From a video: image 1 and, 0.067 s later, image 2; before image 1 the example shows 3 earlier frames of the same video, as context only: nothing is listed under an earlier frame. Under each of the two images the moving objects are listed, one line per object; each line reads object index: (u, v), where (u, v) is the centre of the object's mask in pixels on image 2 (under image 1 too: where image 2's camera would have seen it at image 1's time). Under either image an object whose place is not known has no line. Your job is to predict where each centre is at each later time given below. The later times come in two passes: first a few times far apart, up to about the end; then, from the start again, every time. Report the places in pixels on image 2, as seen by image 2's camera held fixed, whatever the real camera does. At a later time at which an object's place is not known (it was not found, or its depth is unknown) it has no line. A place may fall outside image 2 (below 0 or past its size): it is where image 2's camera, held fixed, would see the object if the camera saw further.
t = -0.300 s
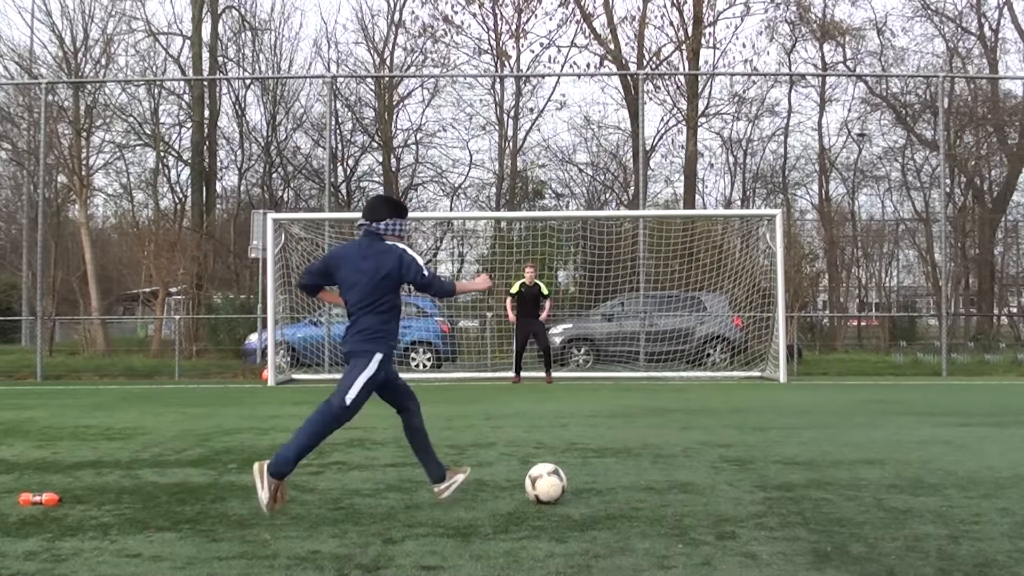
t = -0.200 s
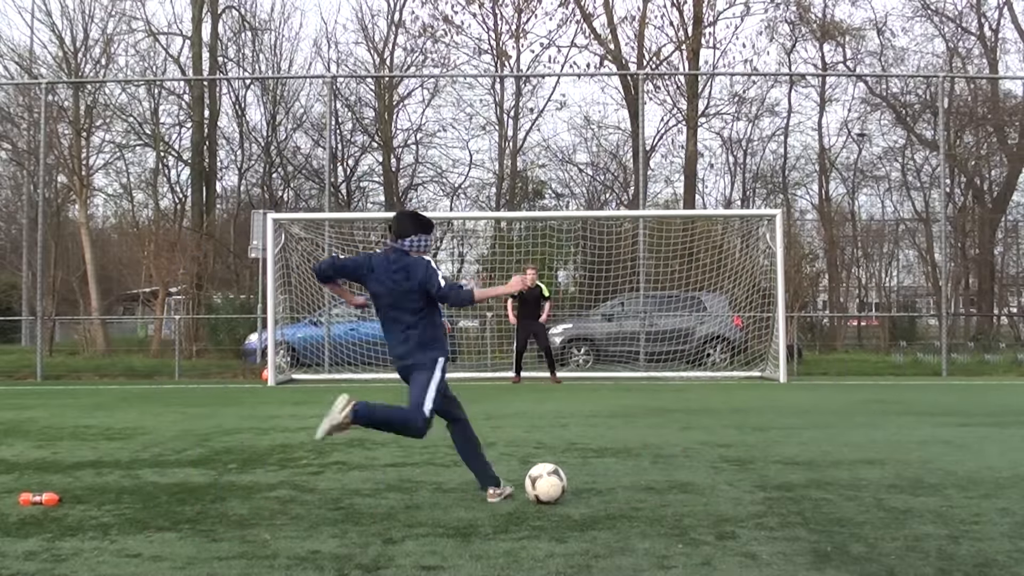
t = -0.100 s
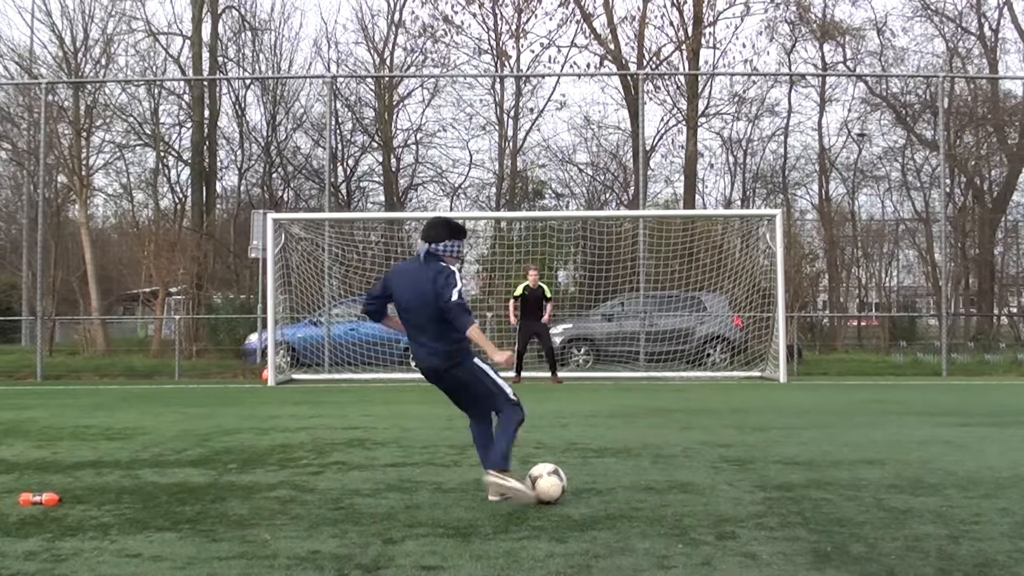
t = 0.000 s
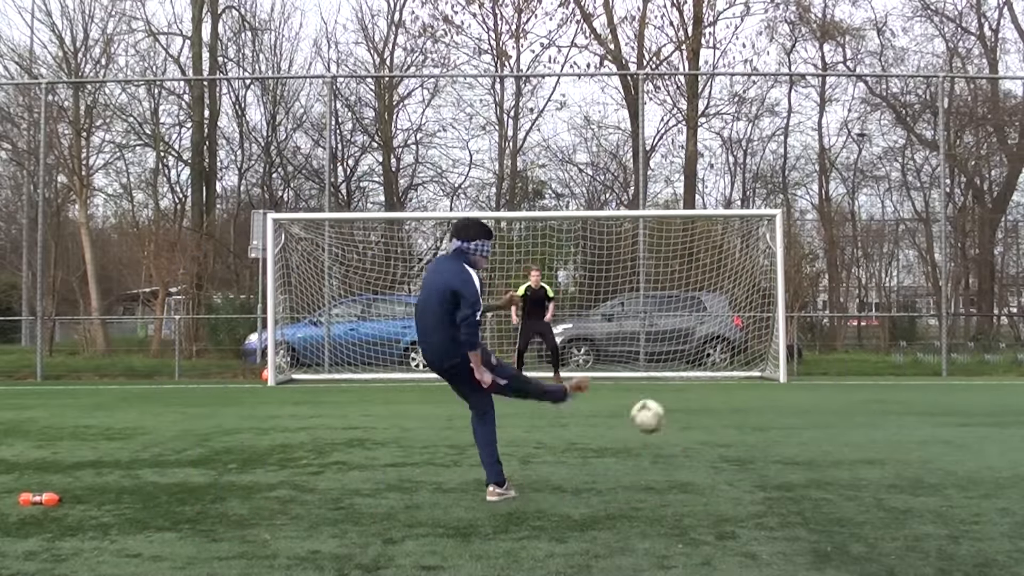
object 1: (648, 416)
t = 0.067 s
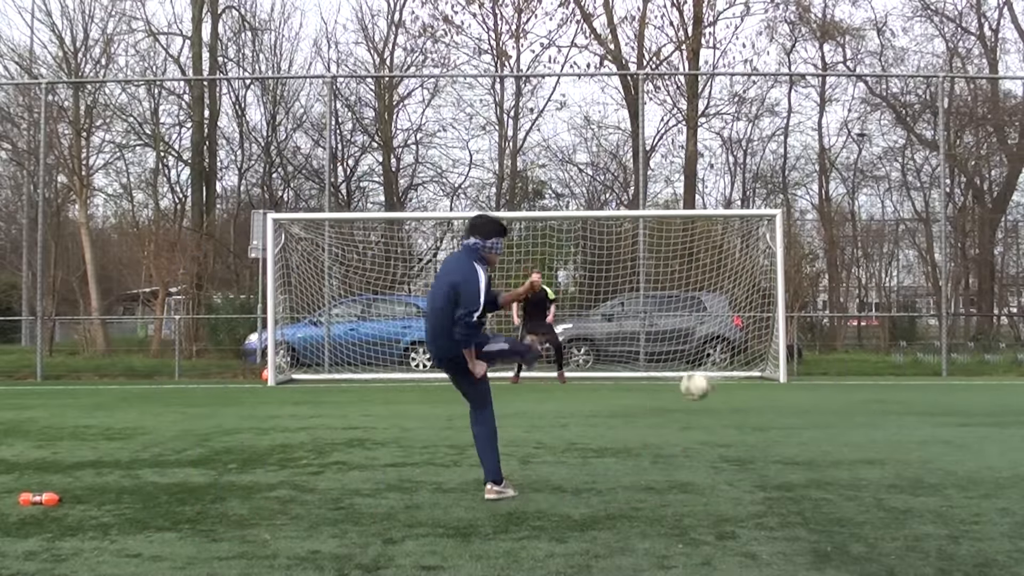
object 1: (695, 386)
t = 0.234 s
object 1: (774, 345)
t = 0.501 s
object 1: (823, 343)
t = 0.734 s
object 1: (835, 365)
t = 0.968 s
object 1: (864, 363)
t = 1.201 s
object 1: (887, 369)
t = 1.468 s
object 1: (903, 372)
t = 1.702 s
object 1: (918, 374)
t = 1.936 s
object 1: (934, 376)
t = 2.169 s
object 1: (949, 377)
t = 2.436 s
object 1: (966, 379)
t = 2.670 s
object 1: (982, 380)
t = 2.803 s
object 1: (990, 381)
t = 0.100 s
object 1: (720, 372)
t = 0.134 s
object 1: (739, 362)
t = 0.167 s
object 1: (749, 356)
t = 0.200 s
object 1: (764, 349)
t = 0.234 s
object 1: (774, 345)
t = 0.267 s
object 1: (783, 342)
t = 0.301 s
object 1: (793, 341)
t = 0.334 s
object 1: (801, 339)
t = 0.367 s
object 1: (805, 339)
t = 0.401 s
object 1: (811, 339)
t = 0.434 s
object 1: (815, 339)
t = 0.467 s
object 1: (819, 341)
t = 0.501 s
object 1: (823, 343)
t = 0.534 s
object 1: (826, 346)
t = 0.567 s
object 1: (828, 347)
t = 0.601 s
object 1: (830, 351)
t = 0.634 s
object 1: (832, 354)
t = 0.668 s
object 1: (833, 358)
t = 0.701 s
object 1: (834, 362)
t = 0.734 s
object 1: (835, 365)
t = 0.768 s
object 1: (837, 363)
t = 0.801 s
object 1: (840, 362)
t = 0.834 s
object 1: (845, 361)
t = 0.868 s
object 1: (850, 361)
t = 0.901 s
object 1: (856, 362)
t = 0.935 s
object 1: (860, 363)
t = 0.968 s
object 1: (864, 363)
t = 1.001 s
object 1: (869, 364)
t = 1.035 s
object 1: (872, 365)
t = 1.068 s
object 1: (875, 367)
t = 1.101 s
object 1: (880, 370)
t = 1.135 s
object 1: (883, 372)
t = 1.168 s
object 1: (885, 371)
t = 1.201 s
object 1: (887, 369)
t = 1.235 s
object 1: (889, 369)
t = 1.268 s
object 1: (891, 368)
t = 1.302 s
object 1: (892, 368)
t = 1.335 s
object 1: (895, 369)
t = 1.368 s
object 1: (896, 371)
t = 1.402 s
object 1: (898, 374)
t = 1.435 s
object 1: (900, 373)
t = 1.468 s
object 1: (903, 372)
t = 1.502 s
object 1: (905, 372)
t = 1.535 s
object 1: (907, 372)
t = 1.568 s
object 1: (909, 373)
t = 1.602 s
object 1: (911, 374)
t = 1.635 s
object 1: (914, 374)
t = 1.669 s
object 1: (916, 374)
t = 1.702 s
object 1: (918, 374)
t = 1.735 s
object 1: (920, 375)
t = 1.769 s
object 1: (923, 375)
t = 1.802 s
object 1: (925, 376)
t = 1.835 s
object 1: (927, 376)
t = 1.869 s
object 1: (929, 376)
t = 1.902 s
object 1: (931, 376)
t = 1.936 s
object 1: (934, 376)
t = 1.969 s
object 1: (936, 377)
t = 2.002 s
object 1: (938, 377)
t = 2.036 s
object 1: (940, 377)
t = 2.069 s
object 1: (943, 377)
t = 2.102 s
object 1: (944, 377)
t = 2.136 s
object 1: (947, 378)
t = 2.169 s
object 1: (949, 377)
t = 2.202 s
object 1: (951, 378)
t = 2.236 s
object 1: (953, 378)
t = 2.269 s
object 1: (955, 378)
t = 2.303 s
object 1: (957, 378)
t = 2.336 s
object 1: (960, 378)
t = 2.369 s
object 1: (962, 378)
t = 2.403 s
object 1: (964, 379)
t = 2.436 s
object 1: (966, 379)
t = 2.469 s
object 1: (968, 379)
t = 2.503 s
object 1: (971, 379)
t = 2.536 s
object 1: (973, 379)
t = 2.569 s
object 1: (975, 379)
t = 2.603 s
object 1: (977, 380)
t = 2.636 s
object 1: (980, 380)
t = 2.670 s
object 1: (982, 380)
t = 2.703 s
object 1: (984, 380)
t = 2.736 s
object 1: (986, 380)
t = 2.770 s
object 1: (988, 380)
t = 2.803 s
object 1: (990, 381)
